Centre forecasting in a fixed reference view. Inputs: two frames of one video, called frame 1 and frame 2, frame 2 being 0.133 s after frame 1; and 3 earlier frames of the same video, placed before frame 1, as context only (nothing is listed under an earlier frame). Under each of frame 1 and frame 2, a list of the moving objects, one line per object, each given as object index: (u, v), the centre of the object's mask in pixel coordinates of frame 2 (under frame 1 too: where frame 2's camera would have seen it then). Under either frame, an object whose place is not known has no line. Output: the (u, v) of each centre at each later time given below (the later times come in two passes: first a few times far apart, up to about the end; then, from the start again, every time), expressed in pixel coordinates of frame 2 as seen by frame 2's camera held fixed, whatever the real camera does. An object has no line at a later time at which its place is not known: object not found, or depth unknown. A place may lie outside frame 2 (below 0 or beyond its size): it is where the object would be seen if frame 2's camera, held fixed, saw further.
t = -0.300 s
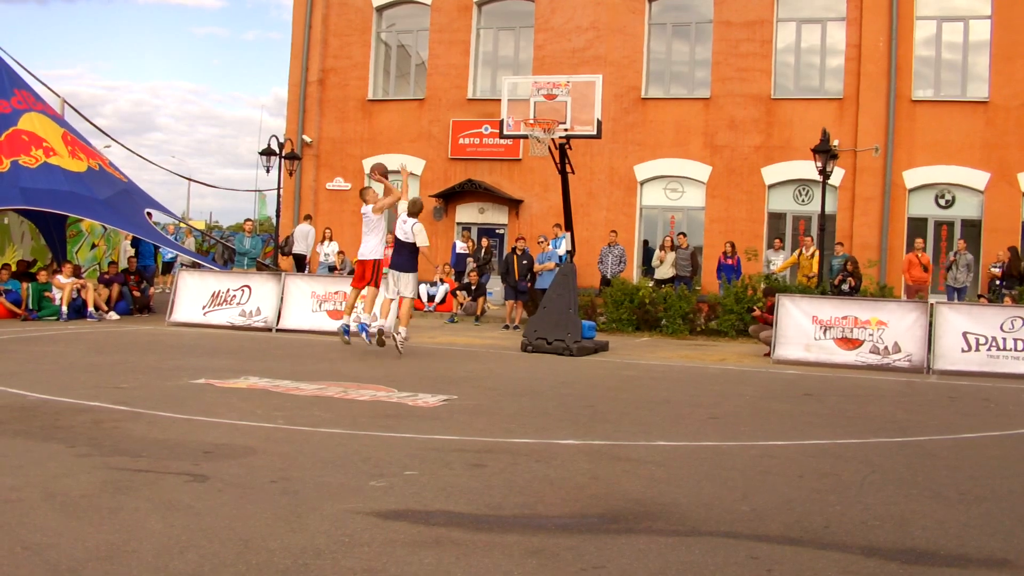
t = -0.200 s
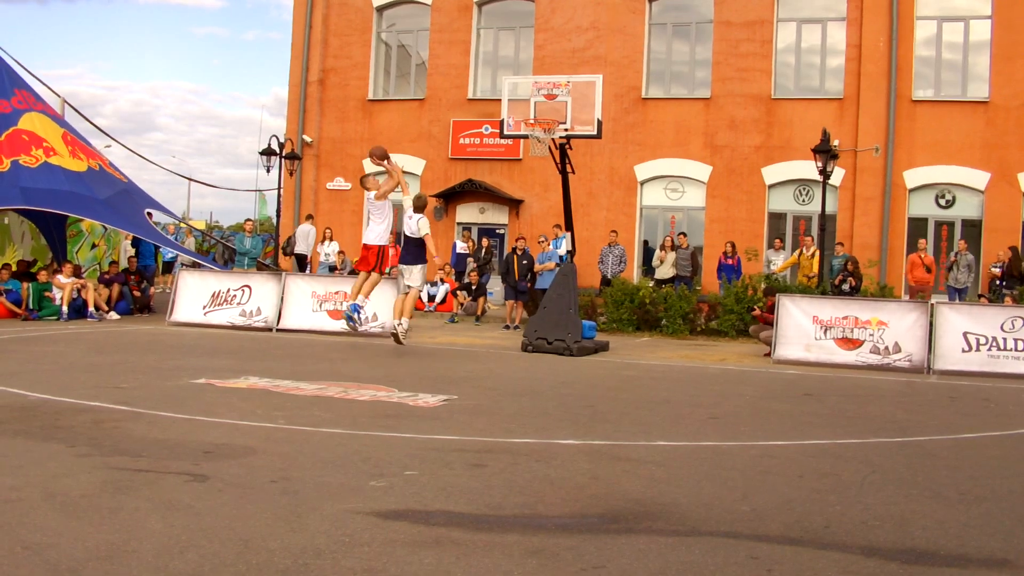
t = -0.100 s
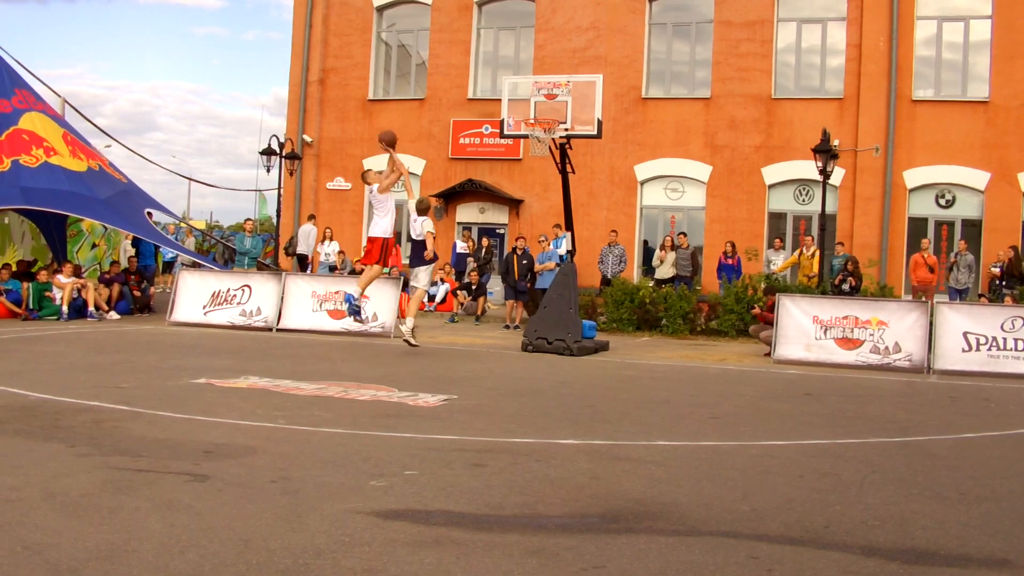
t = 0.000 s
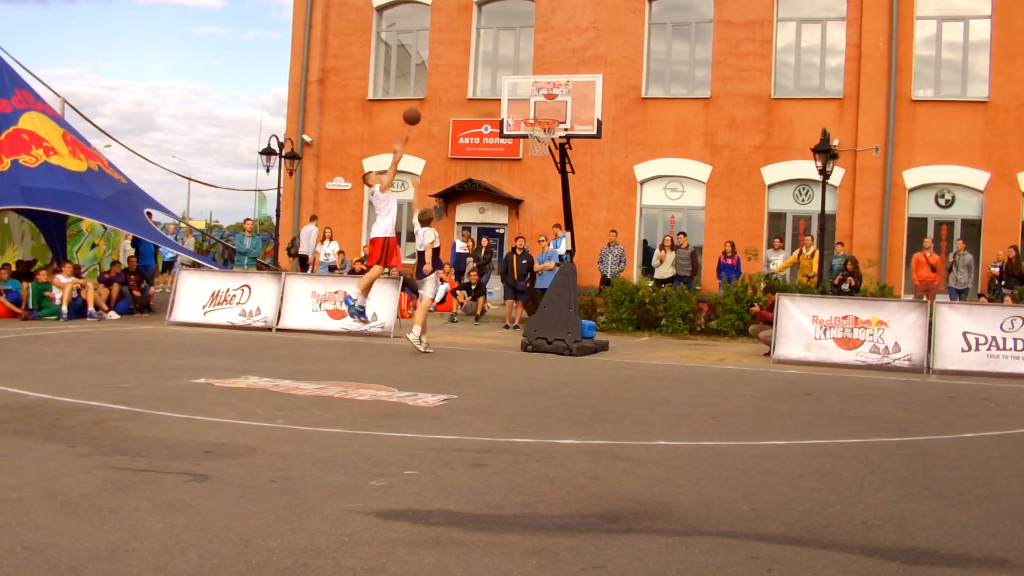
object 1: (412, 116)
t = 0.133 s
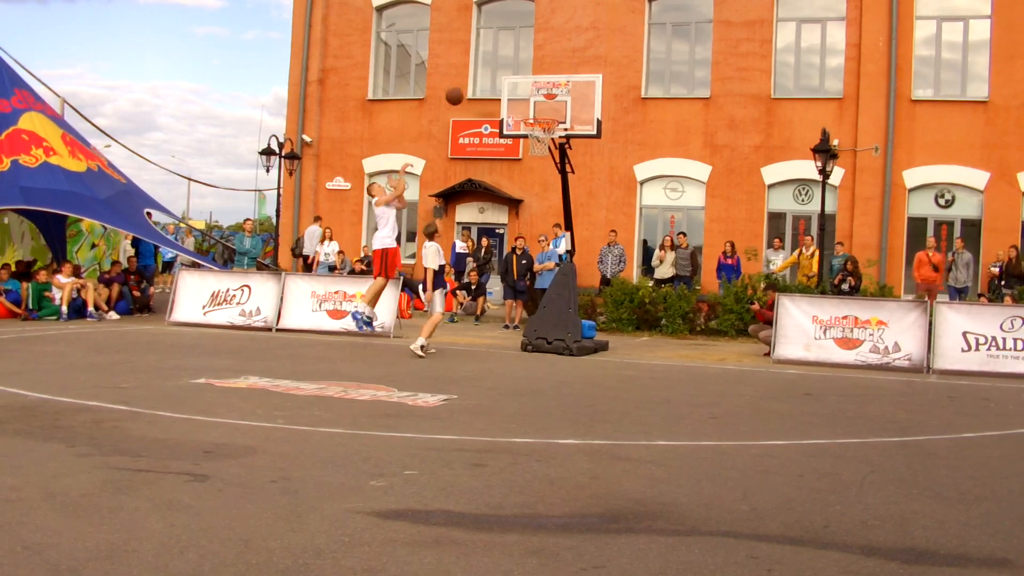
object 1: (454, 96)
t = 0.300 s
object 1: (507, 90)
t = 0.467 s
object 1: (538, 101)
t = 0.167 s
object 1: (465, 93)
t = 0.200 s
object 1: (476, 91)
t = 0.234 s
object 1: (486, 90)
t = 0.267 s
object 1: (497, 90)
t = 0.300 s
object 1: (507, 90)
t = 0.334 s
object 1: (517, 91)
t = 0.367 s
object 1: (525, 93)
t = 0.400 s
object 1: (530, 95)
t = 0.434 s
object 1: (534, 97)
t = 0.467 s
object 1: (538, 101)
